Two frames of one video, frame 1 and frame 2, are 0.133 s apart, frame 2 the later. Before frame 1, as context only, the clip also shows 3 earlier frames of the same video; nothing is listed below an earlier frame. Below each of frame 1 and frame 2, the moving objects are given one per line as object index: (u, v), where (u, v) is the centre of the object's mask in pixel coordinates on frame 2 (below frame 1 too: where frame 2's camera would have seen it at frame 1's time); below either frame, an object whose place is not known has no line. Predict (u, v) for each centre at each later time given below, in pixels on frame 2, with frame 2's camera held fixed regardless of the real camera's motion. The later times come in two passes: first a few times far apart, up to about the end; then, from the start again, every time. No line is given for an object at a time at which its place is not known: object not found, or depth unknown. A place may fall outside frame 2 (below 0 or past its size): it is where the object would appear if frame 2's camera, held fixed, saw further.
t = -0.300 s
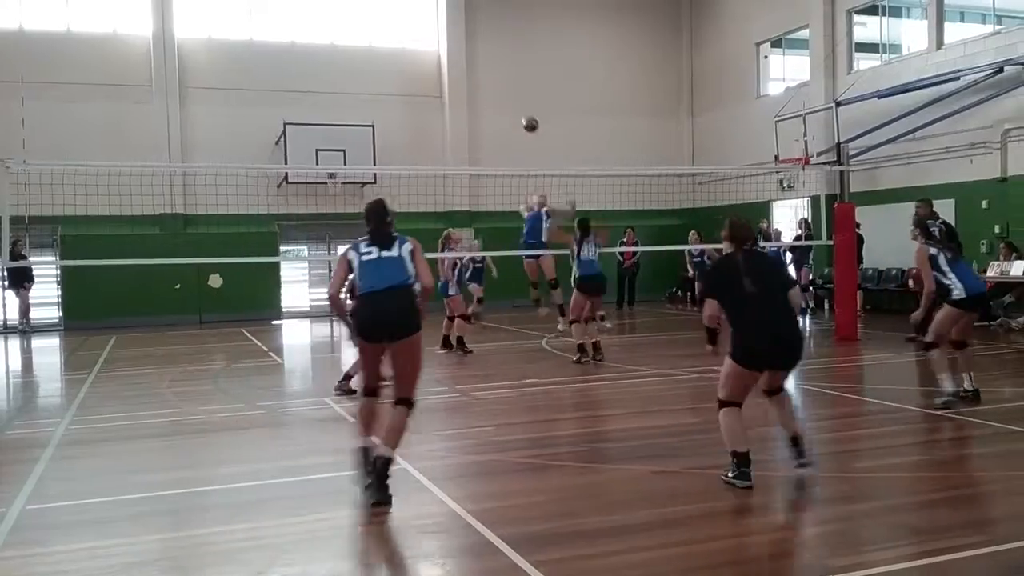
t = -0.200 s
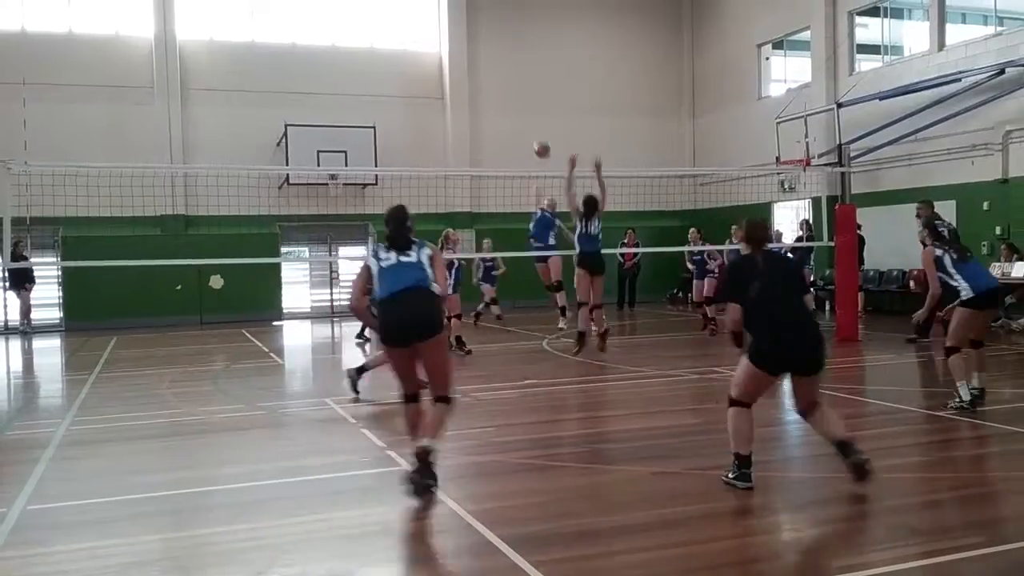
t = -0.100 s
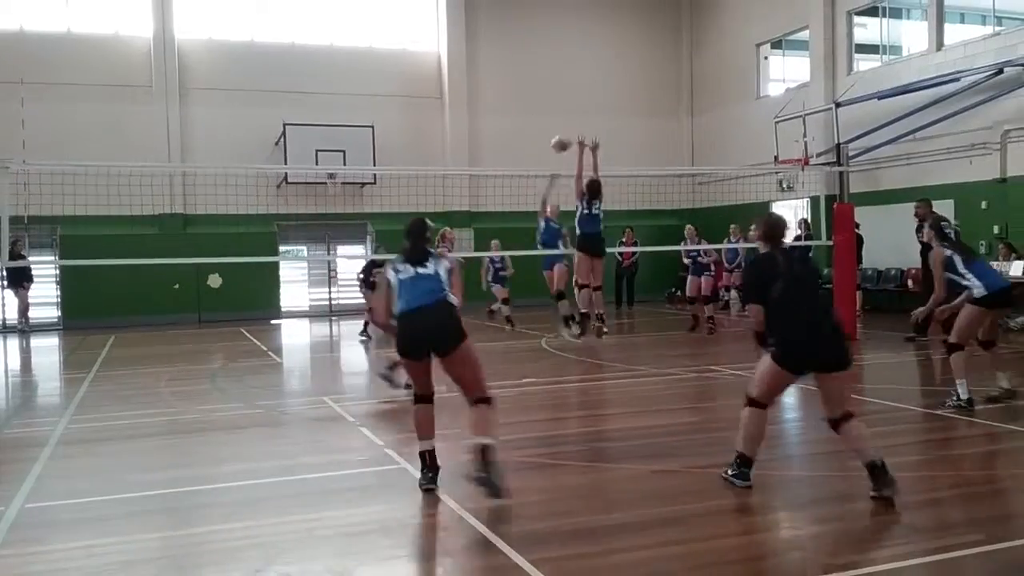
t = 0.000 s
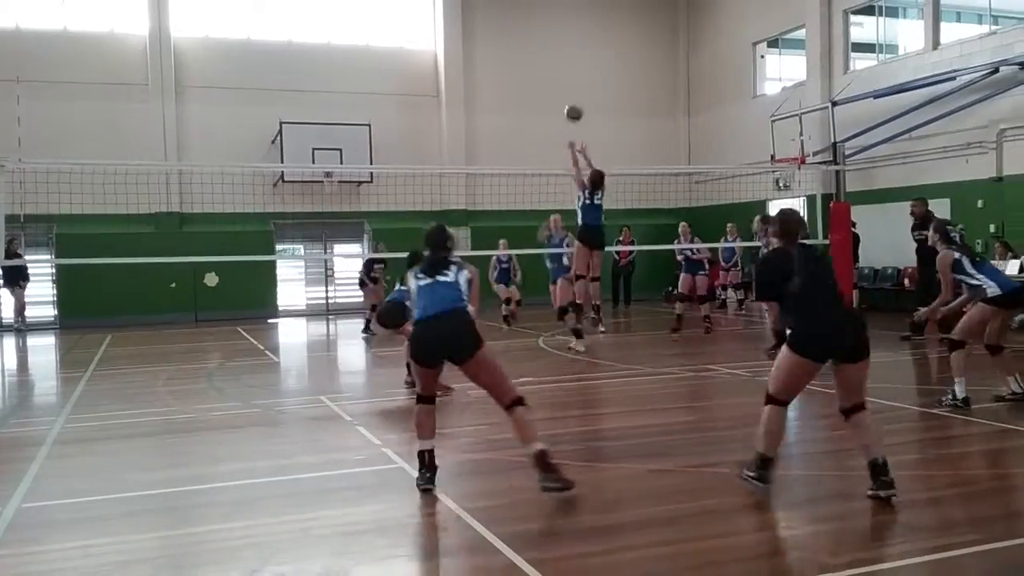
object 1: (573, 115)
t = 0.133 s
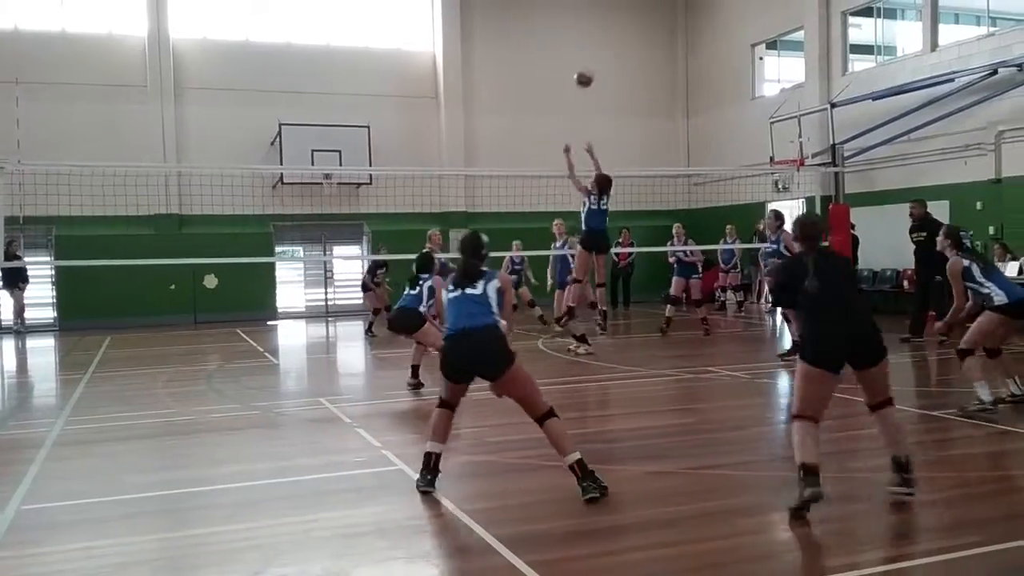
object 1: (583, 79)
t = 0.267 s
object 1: (597, 56)
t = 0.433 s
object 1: (617, 54)
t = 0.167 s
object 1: (587, 70)
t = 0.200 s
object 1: (590, 65)
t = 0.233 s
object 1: (593, 61)
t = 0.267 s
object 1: (597, 56)
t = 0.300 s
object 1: (601, 53)
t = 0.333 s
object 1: (605, 51)
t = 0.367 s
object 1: (609, 49)
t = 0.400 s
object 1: (612, 51)
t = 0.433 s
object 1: (617, 54)
